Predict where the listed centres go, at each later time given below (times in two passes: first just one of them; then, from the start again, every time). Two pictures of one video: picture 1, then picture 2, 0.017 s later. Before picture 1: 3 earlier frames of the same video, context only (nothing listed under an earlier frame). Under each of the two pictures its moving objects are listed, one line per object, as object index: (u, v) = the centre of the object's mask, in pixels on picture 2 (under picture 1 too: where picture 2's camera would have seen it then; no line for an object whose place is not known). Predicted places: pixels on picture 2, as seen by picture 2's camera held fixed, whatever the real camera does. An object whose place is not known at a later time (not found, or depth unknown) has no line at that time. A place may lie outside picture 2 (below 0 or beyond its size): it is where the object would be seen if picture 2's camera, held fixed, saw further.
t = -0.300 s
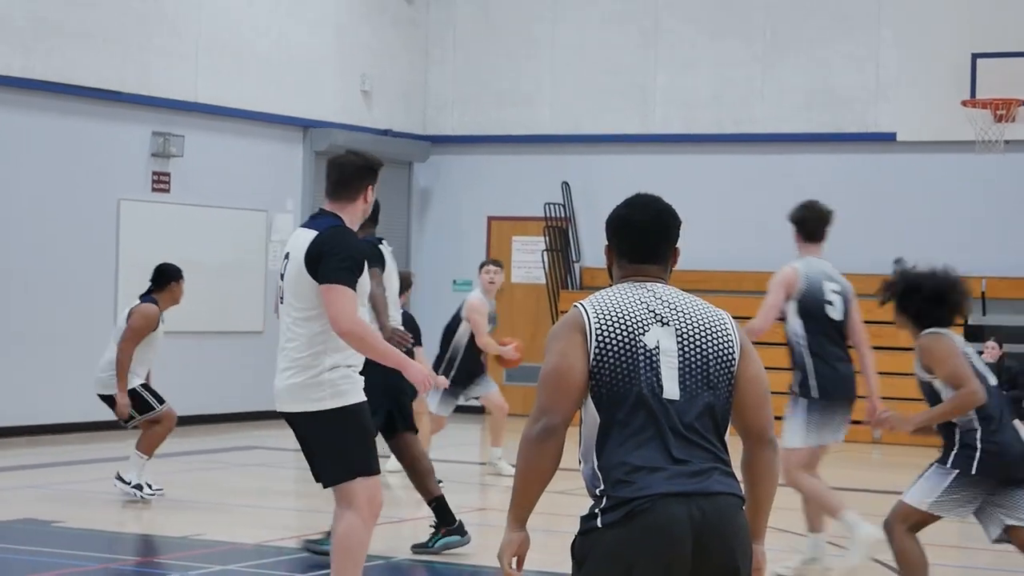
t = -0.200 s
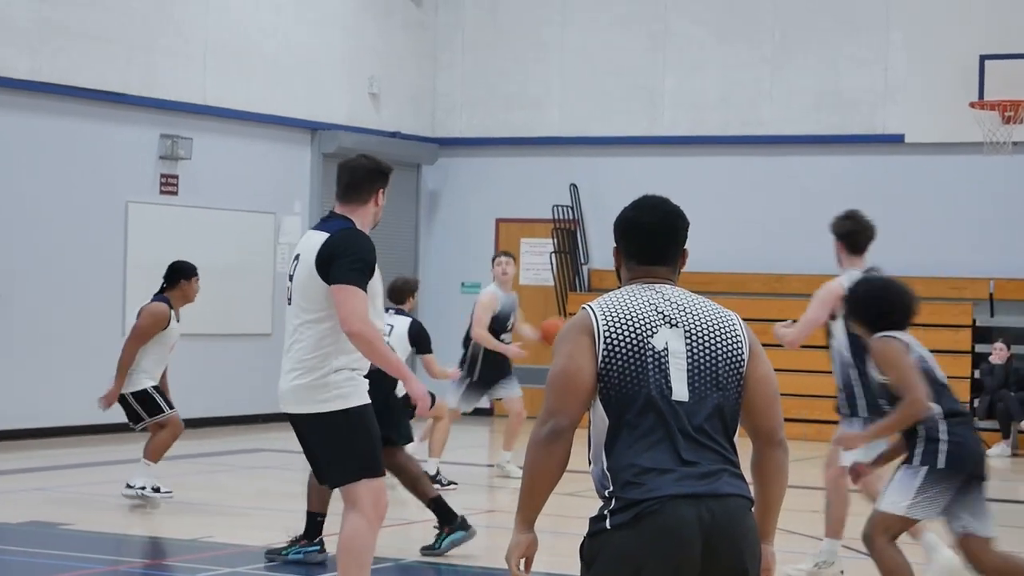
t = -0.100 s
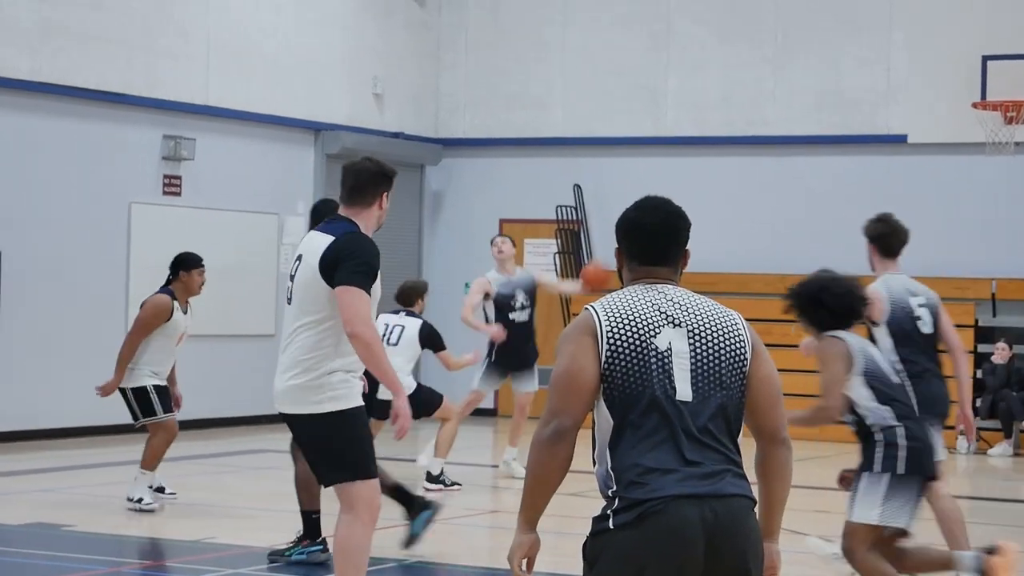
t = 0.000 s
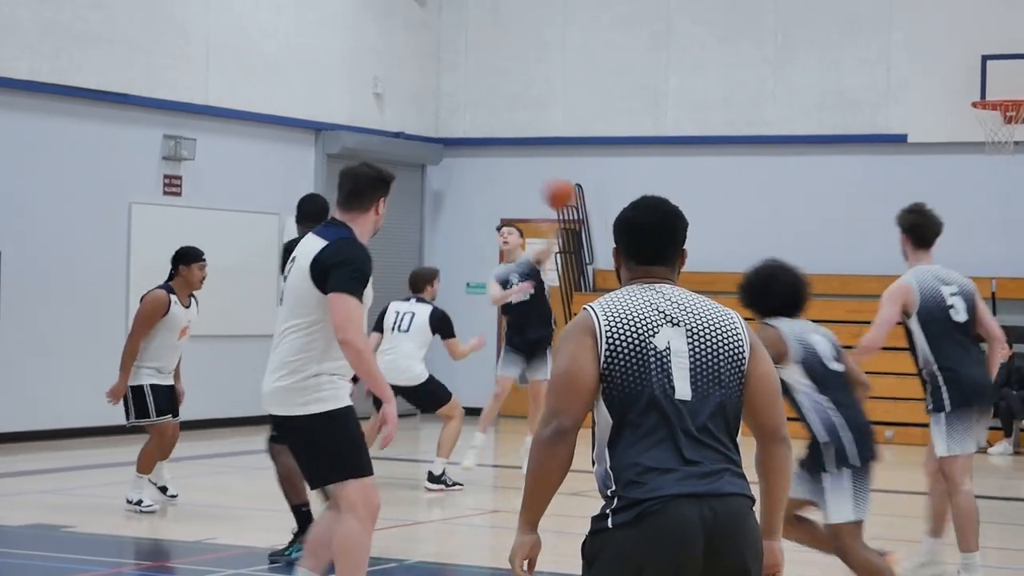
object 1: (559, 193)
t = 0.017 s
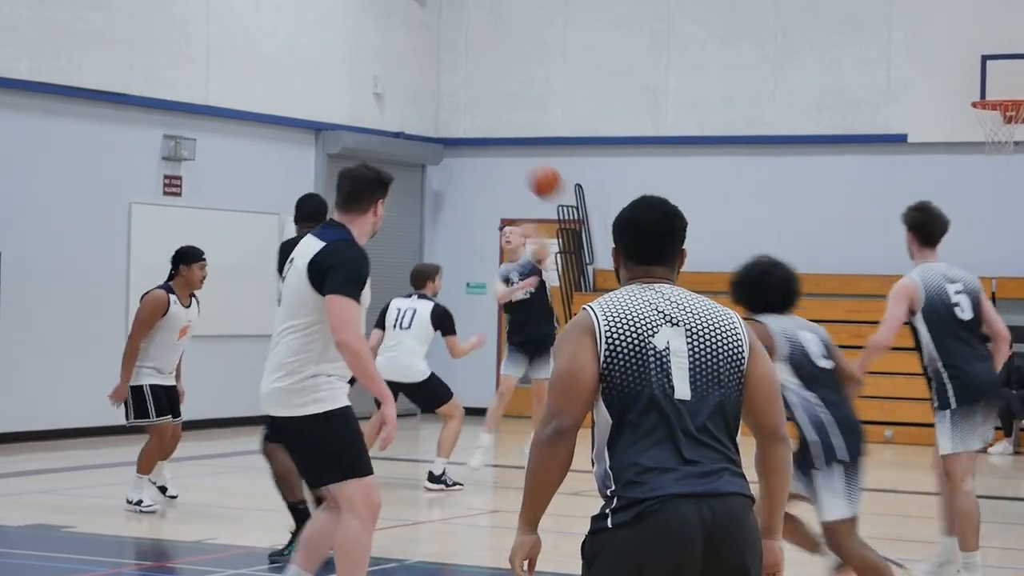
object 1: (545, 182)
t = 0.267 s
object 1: (299, 10)
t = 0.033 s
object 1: (530, 169)
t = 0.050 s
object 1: (514, 155)
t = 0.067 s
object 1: (500, 145)
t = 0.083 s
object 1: (484, 134)
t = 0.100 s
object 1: (467, 120)
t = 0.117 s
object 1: (452, 109)
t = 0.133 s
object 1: (434, 96)
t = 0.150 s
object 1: (418, 85)
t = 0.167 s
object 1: (400, 73)
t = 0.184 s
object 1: (384, 62)
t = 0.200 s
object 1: (367, 51)
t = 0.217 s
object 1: (348, 40)
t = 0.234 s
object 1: (330, 29)
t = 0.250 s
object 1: (314, 19)
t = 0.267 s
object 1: (299, 10)
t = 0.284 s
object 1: (281, 3)
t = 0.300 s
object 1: (262, -4)
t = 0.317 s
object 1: (246, -14)
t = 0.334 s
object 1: (229, -27)
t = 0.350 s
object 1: (210, -41)
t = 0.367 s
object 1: (192, -54)
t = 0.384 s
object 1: (168, -65)
